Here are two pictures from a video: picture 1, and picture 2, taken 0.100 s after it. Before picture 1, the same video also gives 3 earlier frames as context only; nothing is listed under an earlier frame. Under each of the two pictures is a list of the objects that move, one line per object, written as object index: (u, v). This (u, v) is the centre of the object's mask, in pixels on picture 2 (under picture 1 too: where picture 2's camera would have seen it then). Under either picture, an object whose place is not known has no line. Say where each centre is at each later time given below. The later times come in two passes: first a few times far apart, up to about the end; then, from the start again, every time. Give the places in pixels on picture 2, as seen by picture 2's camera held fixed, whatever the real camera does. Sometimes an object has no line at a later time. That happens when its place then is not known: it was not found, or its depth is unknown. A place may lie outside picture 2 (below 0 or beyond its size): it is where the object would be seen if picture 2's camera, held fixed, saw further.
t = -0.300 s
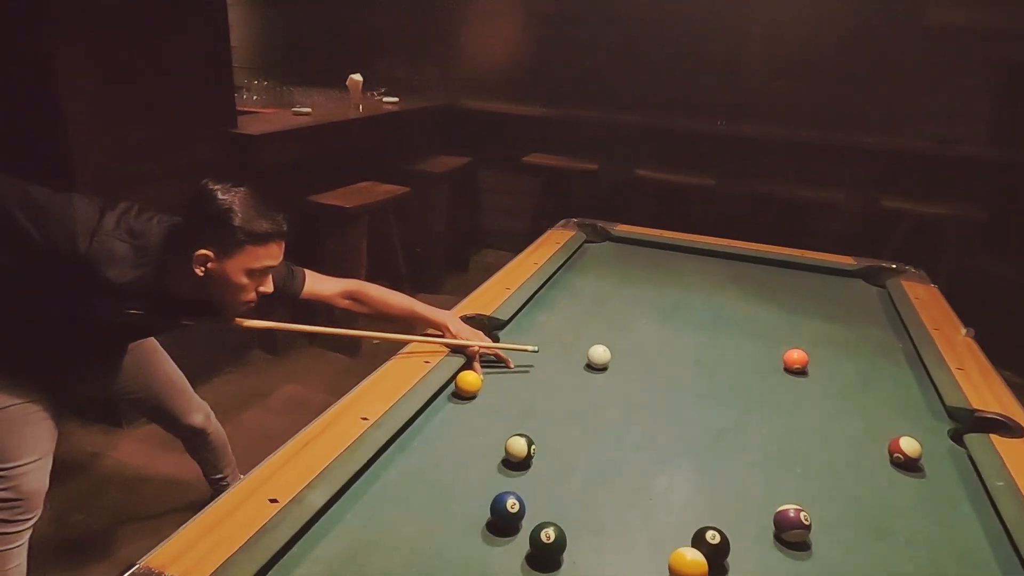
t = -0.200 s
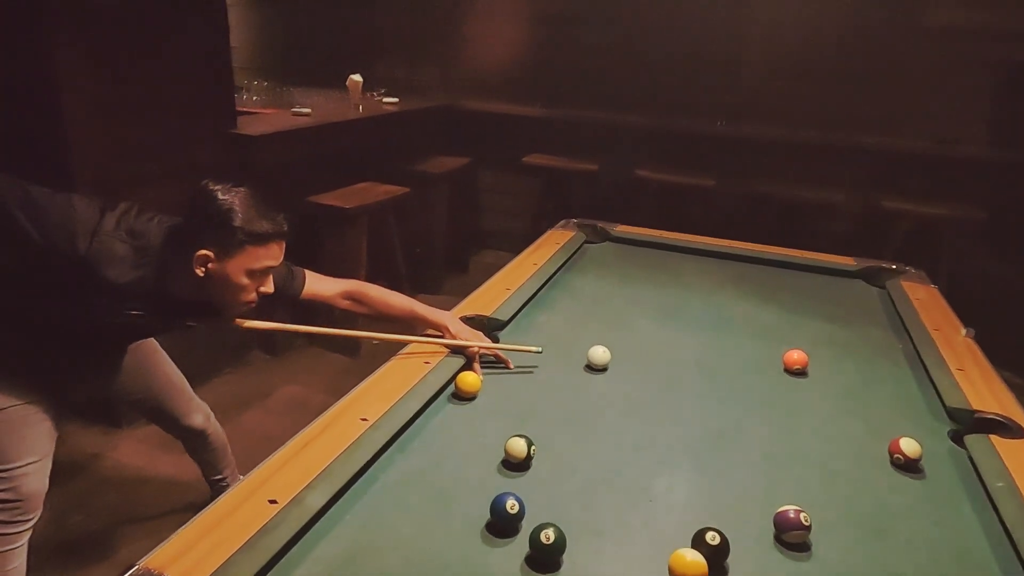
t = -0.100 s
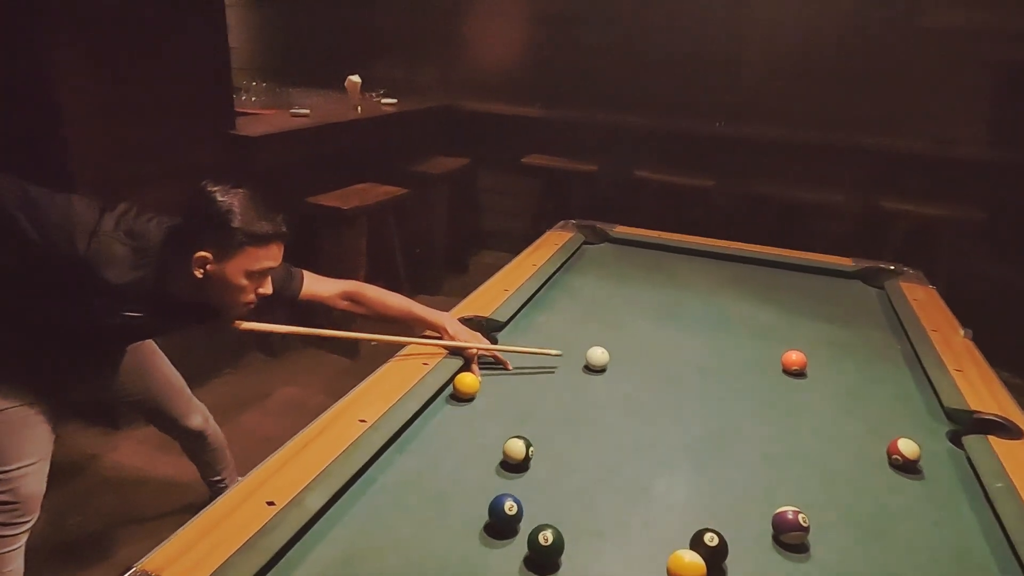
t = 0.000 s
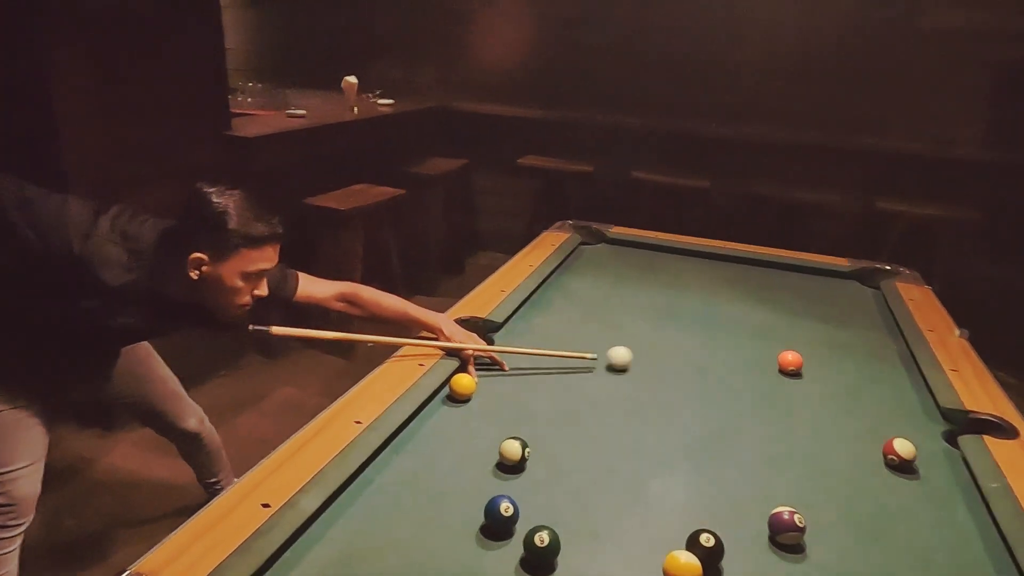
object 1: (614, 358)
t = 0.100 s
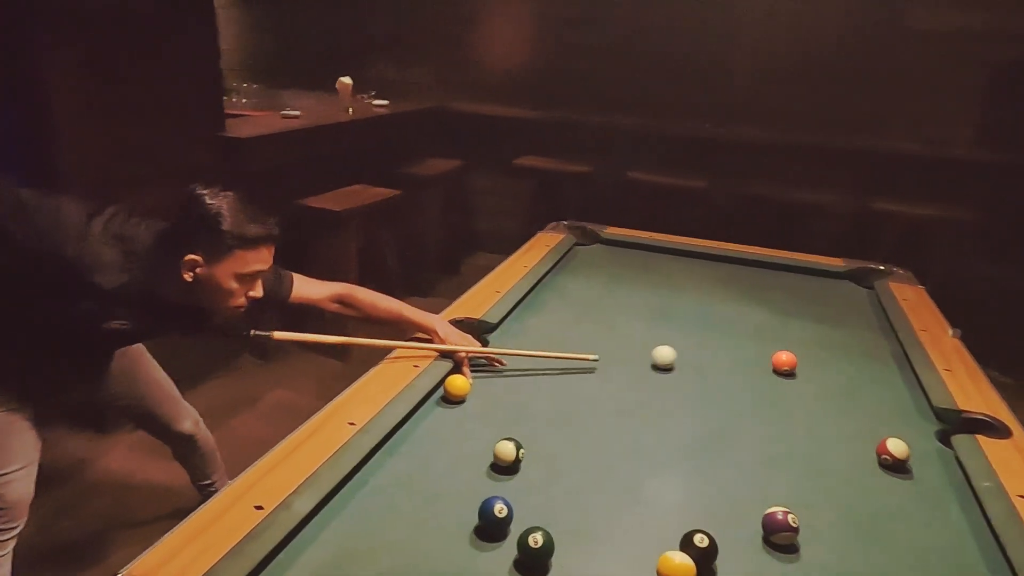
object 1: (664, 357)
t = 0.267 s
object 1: (740, 355)
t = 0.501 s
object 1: (809, 341)
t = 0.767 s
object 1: (870, 325)
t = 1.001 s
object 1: (856, 309)
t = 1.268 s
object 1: (824, 291)
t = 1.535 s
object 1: (798, 276)
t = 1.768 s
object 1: (778, 267)
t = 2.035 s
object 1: (760, 270)
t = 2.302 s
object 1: (743, 272)
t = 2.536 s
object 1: (729, 275)
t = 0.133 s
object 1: (679, 356)
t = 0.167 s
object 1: (694, 356)
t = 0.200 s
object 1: (710, 355)
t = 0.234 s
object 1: (725, 355)
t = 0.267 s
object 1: (740, 355)
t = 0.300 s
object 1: (754, 354)
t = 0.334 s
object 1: (766, 352)
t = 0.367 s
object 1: (775, 350)
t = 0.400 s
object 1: (783, 347)
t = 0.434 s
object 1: (792, 345)
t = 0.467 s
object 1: (801, 343)
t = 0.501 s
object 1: (809, 341)
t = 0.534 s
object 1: (817, 339)
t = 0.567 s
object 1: (826, 337)
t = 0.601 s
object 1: (833, 335)
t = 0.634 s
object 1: (841, 333)
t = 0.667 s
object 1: (848, 331)
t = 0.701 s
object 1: (856, 329)
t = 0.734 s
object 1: (863, 327)
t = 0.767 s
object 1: (870, 325)
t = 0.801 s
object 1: (877, 324)
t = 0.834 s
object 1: (881, 321)
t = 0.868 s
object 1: (875, 319)
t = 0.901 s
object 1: (870, 316)
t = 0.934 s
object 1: (865, 313)
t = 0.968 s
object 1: (861, 311)
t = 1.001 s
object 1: (856, 309)
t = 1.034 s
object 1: (852, 306)
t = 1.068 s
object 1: (848, 304)
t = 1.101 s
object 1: (844, 301)
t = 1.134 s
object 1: (839, 299)
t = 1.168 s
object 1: (836, 297)
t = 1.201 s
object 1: (831, 295)
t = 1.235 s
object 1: (828, 293)
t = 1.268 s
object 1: (824, 291)
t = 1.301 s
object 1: (820, 289)
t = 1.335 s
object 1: (817, 287)
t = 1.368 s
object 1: (813, 285)
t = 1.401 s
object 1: (810, 283)
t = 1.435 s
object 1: (806, 281)
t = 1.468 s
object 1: (803, 279)
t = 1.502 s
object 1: (800, 277)
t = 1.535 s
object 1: (798, 276)
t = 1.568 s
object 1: (795, 274)
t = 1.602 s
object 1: (792, 272)
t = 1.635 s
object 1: (789, 271)
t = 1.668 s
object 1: (786, 269)
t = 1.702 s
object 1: (783, 268)
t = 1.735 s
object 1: (781, 267)
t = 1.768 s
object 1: (778, 267)
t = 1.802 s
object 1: (777, 268)
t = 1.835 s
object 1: (774, 268)
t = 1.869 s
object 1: (772, 268)
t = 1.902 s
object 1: (769, 268)
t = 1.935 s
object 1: (767, 269)
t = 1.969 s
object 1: (765, 269)
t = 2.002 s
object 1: (763, 270)
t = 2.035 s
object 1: (760, 270)
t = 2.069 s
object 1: (758, 270)
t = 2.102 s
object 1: (756, 270)
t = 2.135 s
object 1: (754, 271)
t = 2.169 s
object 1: (752, 271)
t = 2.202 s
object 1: (750, 271)
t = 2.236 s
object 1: (748, 271)
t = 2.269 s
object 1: (746, 272)
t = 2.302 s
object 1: (743, 272)
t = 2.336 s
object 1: (741, 273)
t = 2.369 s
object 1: (740, 273)
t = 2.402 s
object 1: (737, 273)
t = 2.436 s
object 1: (735, 273)
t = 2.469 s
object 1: (733, 274)
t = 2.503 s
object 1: (731, 273)
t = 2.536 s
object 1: (729, 275)
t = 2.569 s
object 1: (728, 275)
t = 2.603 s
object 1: (725, 276)
